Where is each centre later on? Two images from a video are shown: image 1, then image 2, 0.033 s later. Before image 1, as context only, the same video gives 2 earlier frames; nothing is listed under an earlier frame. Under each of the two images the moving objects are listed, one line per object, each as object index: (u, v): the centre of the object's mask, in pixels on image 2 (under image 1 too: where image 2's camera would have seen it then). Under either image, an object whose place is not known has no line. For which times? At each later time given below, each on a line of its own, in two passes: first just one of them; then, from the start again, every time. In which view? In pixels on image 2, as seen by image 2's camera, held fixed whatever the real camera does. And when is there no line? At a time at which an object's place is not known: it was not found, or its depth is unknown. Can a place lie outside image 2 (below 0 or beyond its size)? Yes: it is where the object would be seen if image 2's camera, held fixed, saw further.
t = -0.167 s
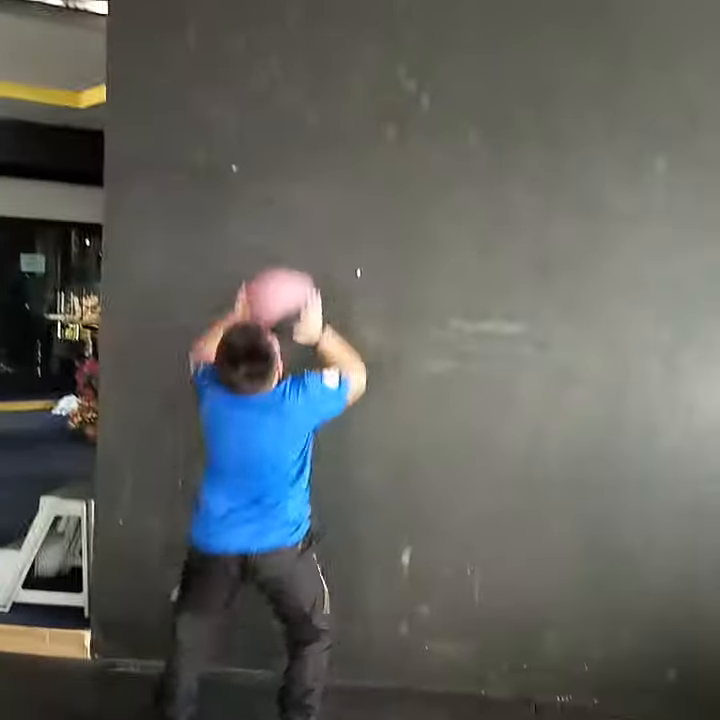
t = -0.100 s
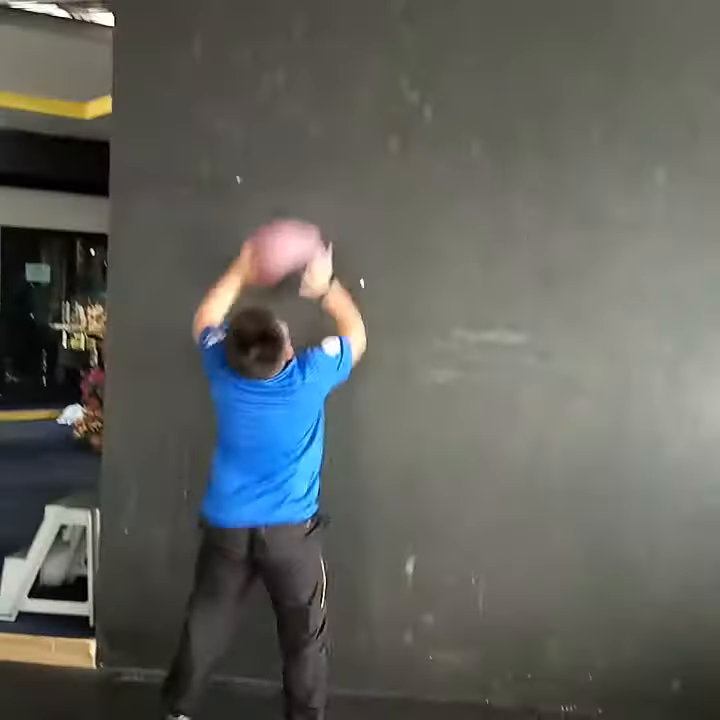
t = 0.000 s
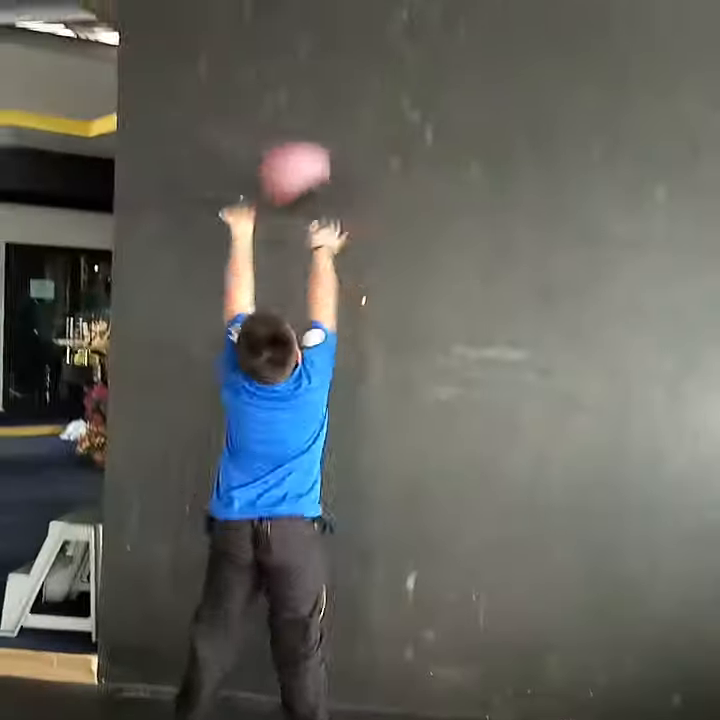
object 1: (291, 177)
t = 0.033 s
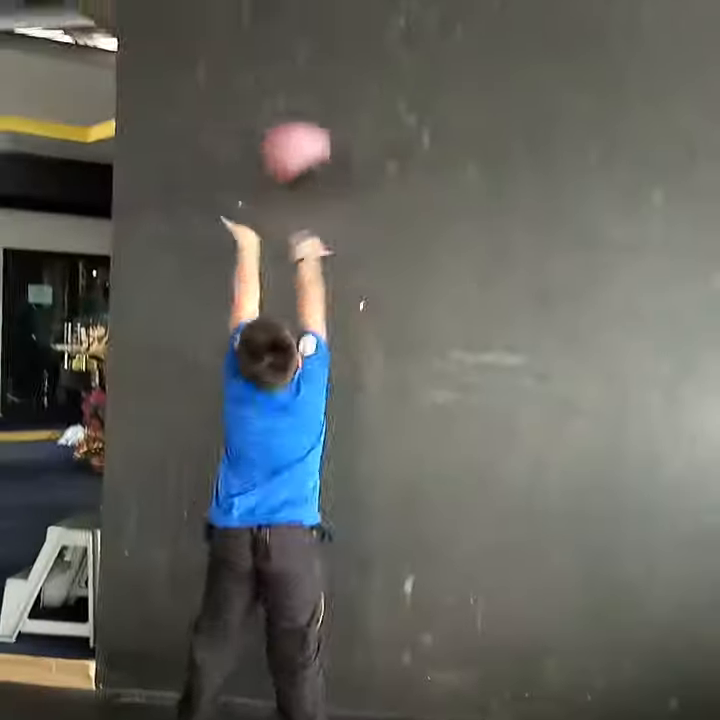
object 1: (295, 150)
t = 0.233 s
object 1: (310, 60)
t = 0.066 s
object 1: (298, 127)
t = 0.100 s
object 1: (300, 107)
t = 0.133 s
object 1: (302, 88)
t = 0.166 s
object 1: (305, 75)
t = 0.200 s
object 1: (307, 66)
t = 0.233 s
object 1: (310, 60)
